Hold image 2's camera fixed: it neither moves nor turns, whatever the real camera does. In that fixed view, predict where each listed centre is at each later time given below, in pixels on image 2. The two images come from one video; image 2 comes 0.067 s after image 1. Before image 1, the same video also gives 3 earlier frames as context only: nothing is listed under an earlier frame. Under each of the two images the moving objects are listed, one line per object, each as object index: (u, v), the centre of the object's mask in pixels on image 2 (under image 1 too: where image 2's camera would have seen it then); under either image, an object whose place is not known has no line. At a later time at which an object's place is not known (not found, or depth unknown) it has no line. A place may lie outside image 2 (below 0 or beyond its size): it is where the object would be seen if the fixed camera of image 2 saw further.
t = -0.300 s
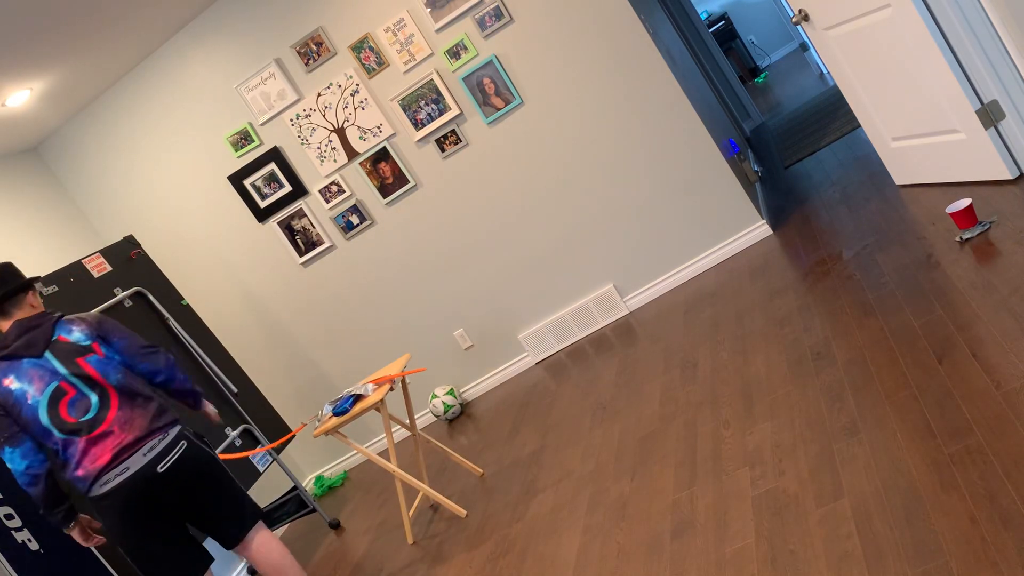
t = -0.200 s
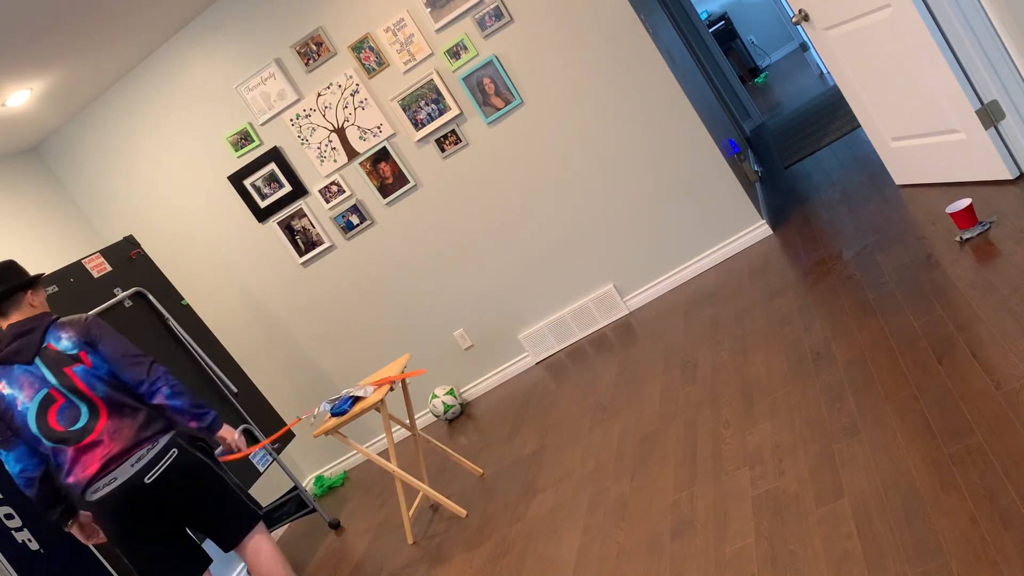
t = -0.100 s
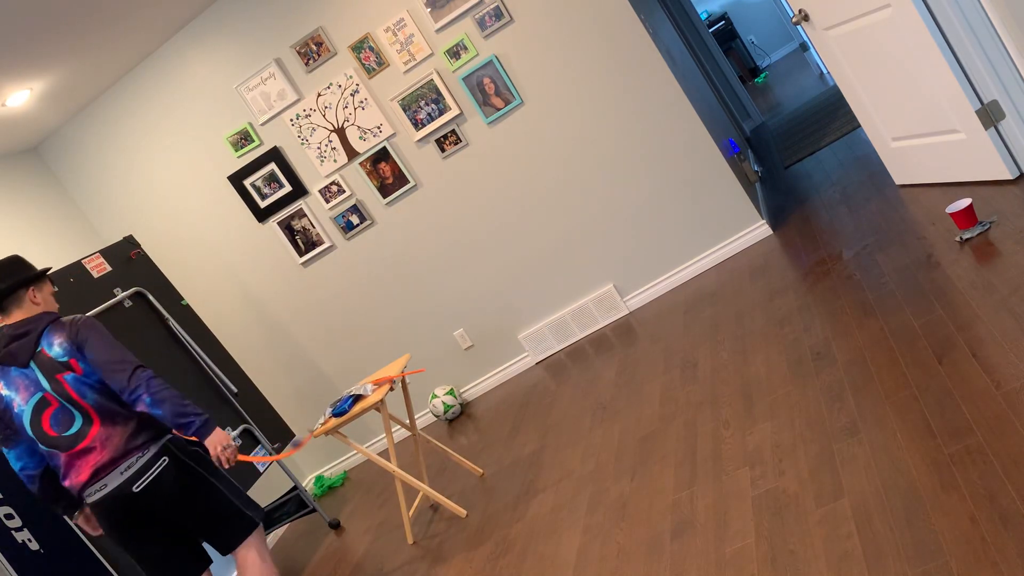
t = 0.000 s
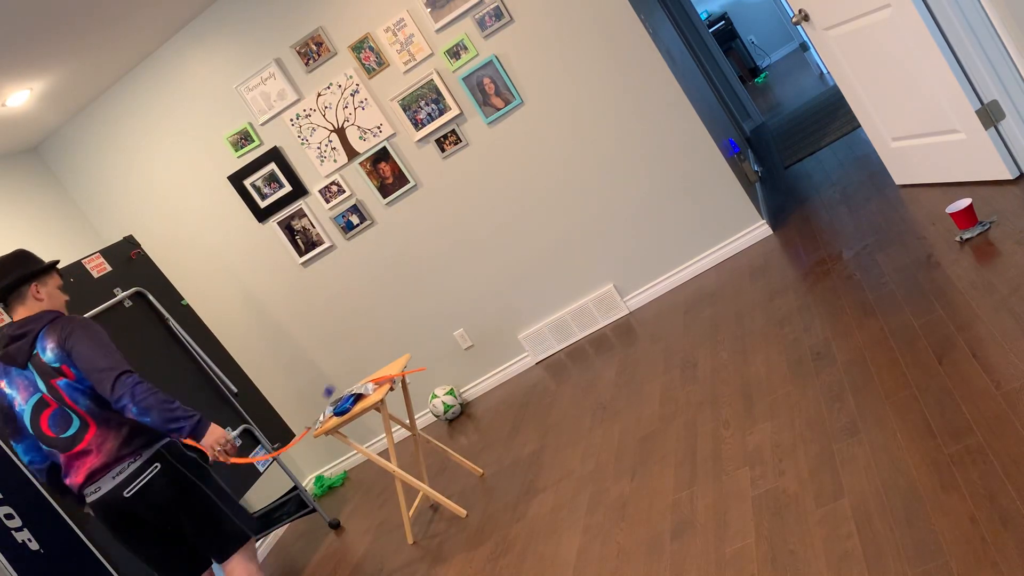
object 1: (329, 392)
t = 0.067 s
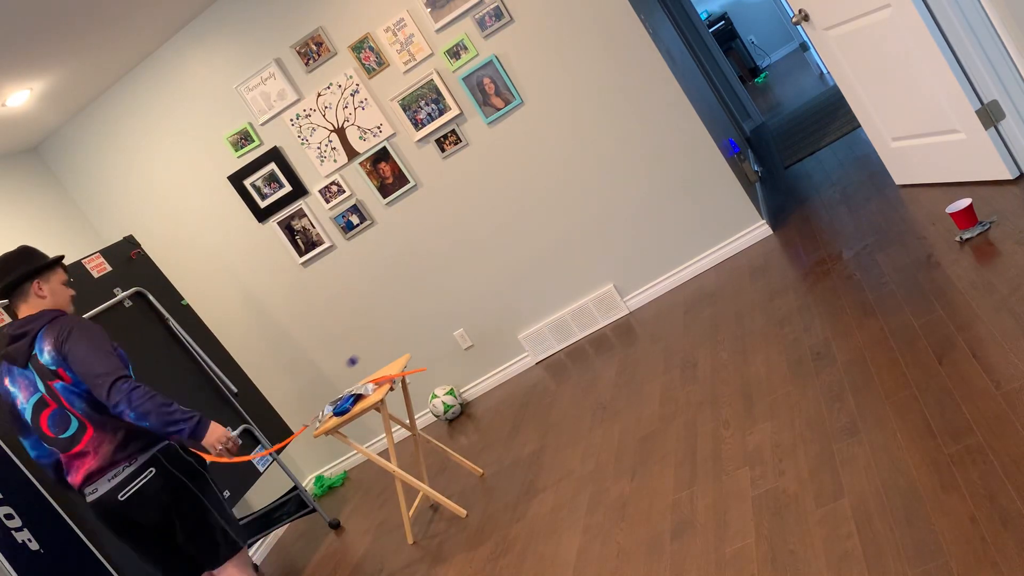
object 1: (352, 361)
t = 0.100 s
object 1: (366, 349)
